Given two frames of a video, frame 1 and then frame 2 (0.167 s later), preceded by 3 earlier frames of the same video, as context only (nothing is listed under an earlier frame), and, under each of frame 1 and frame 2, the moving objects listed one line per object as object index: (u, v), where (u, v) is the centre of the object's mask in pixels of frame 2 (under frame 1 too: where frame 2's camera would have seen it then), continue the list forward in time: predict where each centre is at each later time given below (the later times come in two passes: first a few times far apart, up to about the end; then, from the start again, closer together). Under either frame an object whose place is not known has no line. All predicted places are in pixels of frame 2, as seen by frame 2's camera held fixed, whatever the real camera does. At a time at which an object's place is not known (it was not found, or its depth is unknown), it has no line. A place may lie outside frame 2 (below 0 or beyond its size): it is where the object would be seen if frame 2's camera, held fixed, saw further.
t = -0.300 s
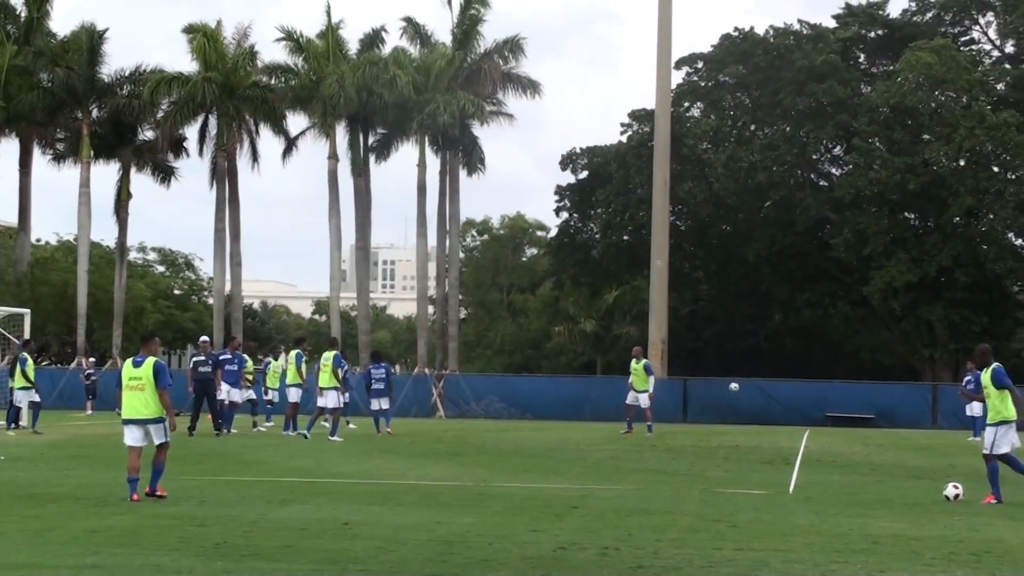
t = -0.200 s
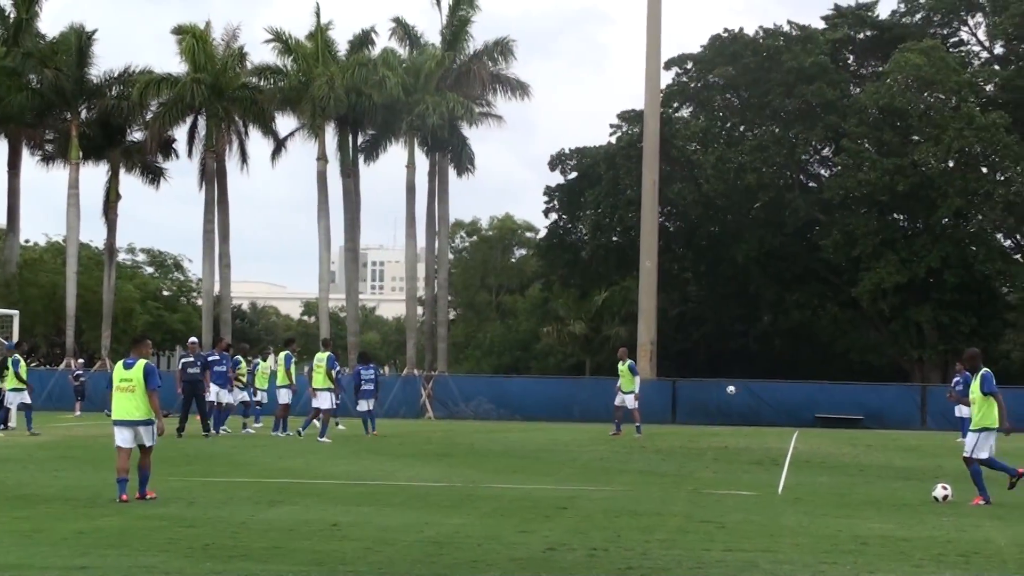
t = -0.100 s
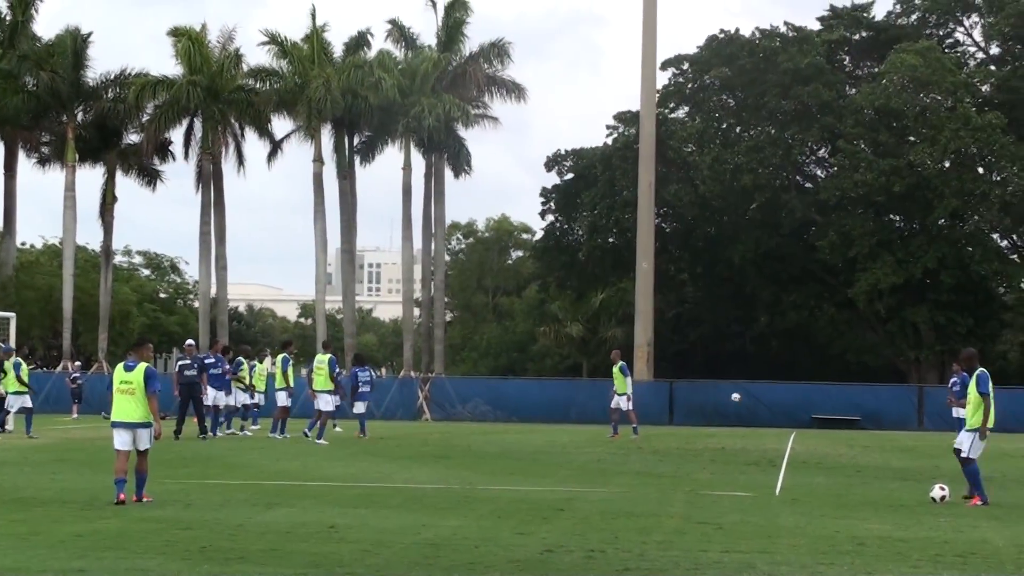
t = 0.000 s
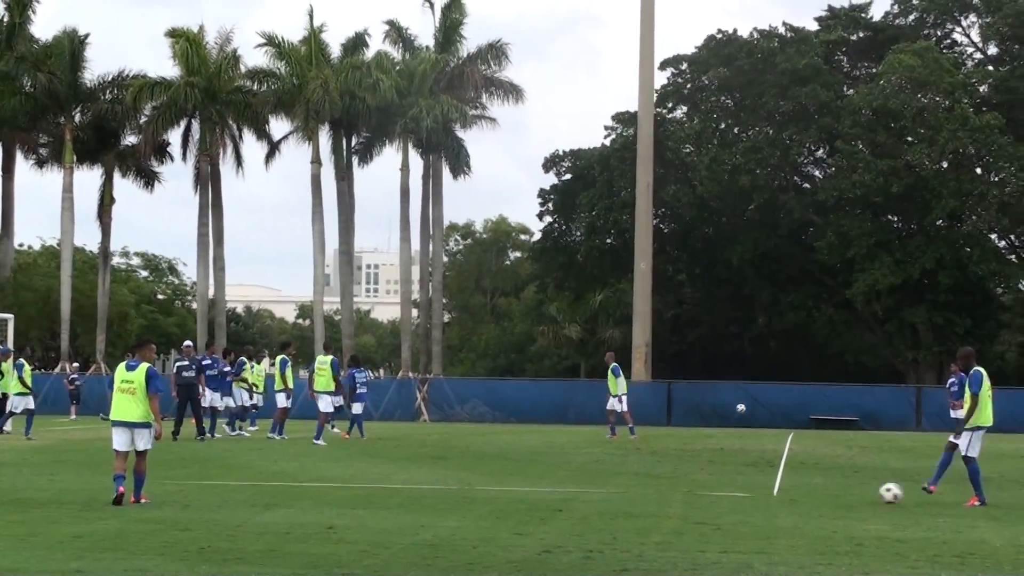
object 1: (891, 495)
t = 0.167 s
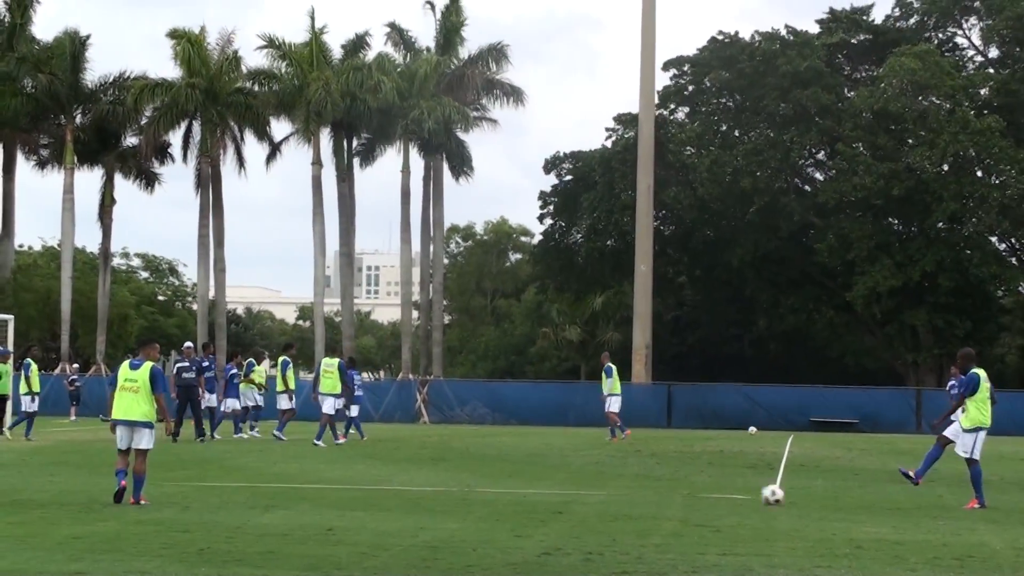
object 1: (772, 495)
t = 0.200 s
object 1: (750, 495)
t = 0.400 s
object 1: (628, 494)
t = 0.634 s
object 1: (506, 493)
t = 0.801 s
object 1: (429, 494)
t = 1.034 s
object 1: (327, 495)
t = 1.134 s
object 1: (283, 495)
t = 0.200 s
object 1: (750, 495)
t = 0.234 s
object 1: (729, 495)
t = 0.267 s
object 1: (708, 494)
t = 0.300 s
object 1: (686, 494)
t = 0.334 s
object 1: (667, 494)
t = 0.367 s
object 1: (647, 493)
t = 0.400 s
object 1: (628, 494)
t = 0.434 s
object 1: (609, 494)
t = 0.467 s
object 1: (591, 494)
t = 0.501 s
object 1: (573, 494)
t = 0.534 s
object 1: (556, 493)
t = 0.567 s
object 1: (538, 493)
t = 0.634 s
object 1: (506, 493)
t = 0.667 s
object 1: (489, 494)
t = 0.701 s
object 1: (474, 493)
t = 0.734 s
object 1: (459, 493)
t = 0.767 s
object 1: (444, 493)
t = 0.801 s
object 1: (429, 494)
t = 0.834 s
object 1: (414, 494)
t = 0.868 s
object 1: (400, 493)
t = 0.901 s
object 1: (385, 494)
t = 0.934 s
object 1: (370, 494)
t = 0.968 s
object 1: (356, 494)
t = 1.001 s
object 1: (342, 495)
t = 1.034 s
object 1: (327, 495)
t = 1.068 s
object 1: (313, 495)
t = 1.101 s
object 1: (298, 496)
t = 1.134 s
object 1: (283, 495)
